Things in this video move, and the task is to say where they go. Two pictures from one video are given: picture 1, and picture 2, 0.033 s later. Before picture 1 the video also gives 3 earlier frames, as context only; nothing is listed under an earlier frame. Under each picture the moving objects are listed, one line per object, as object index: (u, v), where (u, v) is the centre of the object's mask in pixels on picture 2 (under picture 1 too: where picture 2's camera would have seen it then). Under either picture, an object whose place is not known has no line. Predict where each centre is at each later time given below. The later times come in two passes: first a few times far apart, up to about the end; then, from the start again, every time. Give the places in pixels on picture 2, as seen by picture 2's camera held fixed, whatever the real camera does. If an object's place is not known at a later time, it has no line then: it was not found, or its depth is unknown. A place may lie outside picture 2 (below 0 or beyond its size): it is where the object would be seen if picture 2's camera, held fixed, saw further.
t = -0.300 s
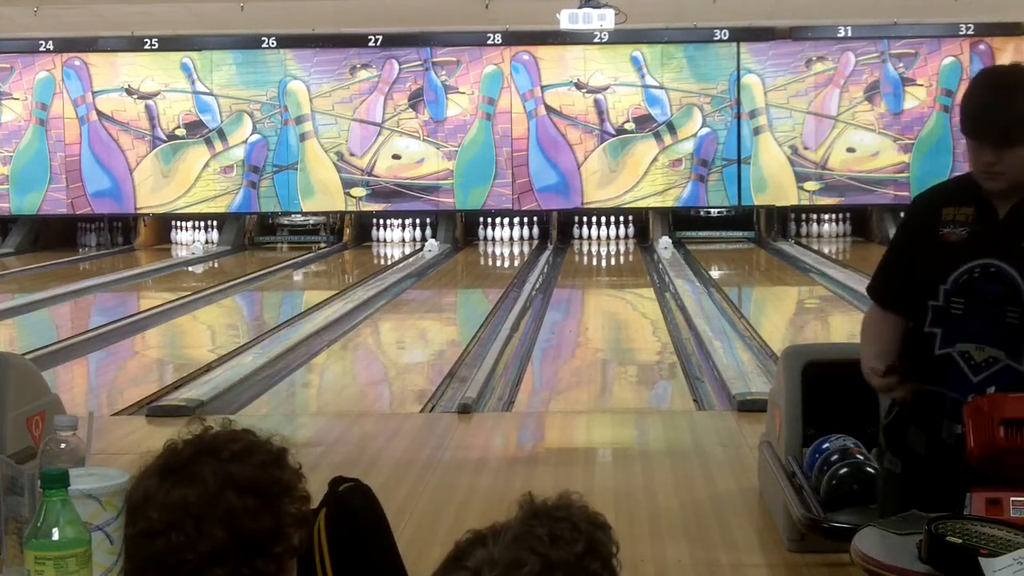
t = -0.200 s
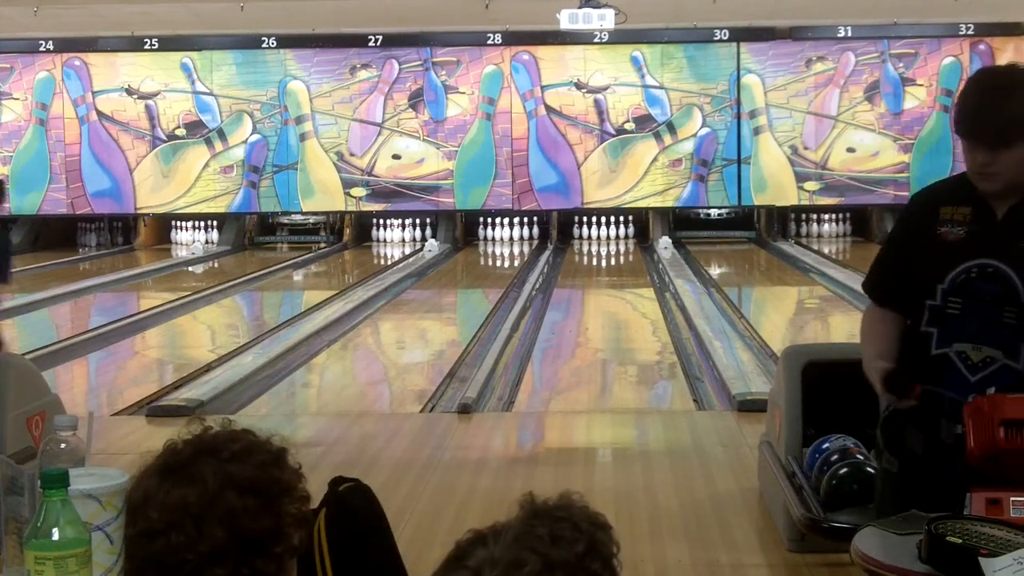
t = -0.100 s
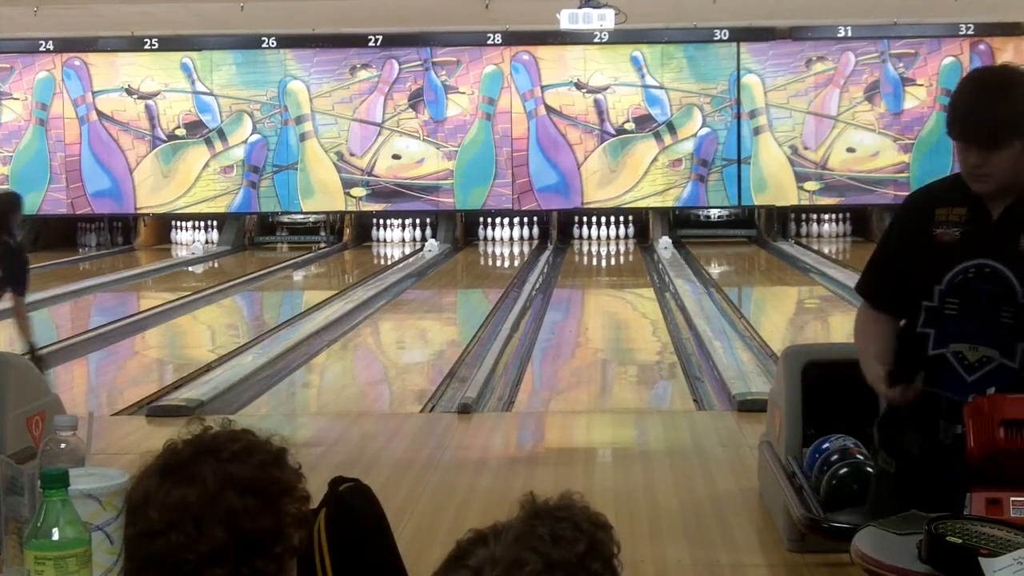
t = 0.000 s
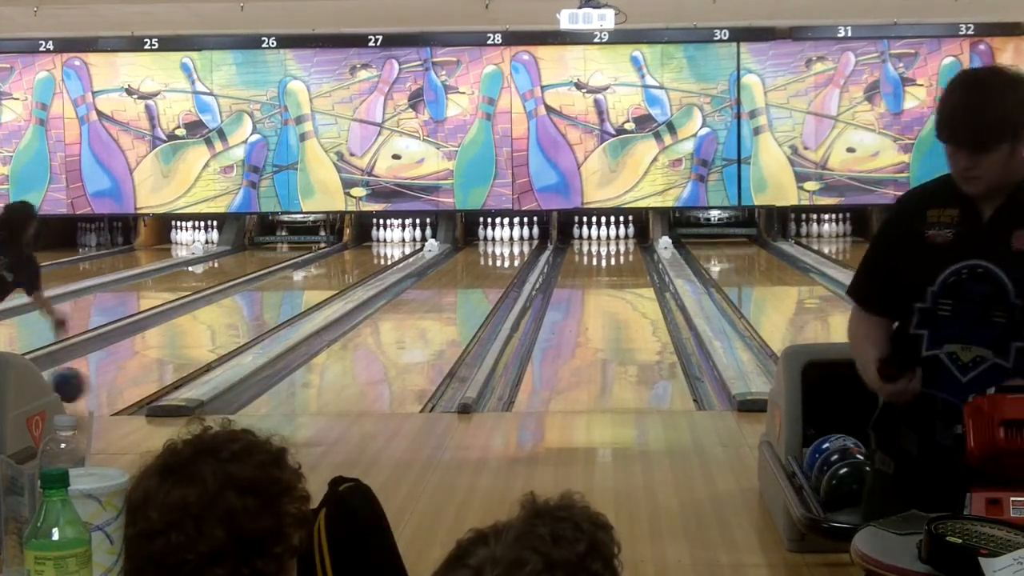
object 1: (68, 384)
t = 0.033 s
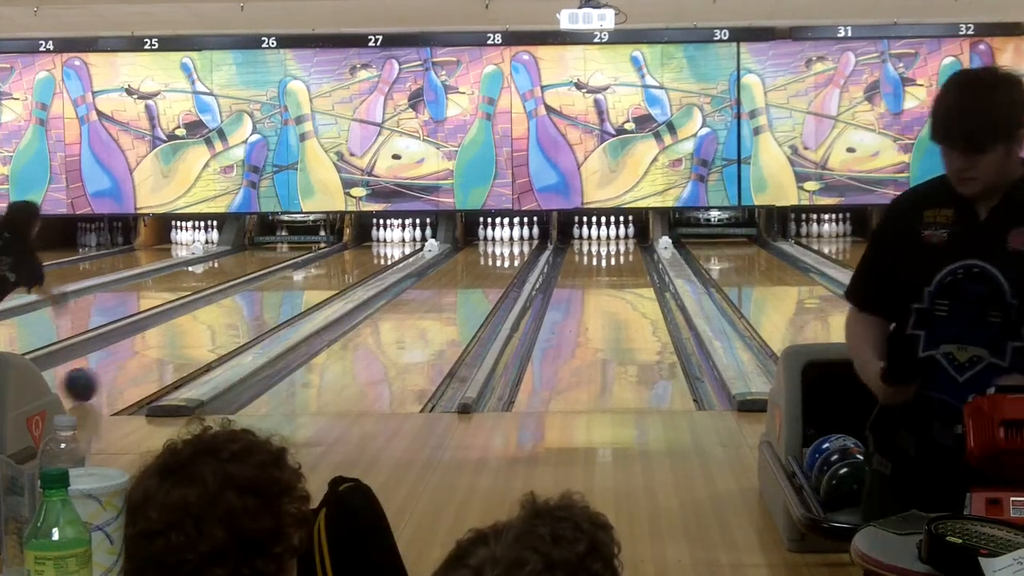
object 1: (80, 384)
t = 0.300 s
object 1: (157, 353)
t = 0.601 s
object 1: (222, 327)
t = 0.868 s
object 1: (265, 307)
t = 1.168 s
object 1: (302, 291)
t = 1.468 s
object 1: (332, 278)
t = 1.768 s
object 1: (356, 268)
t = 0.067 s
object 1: (91, 379)
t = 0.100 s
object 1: (101, 376)
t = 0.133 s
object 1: (111, 372)
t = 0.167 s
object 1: (121, 368)
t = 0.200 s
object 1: (131, 364)
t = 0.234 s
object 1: (140, 360)
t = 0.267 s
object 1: (149, 356)
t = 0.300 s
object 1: (157, 353)
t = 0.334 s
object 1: (166, 349)
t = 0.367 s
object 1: (173, 347)
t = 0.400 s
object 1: (181, 343)
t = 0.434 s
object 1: (188, 340)
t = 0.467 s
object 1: (195, 337)
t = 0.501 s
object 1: (203, 334)
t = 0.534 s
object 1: (209, 332)
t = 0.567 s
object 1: (216, 329)
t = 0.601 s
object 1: (222, 327)
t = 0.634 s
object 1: (228, 324)
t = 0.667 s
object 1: (234, 321)
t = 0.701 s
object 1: (239, 319)
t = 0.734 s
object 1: (245, 316)
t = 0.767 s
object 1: (250, 314)
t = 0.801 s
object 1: (255, 312)
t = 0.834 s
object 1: (260, 310)
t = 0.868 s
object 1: (265, 307)
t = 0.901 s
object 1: (269, 305)
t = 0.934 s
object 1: (274, 303)
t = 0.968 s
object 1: (279, 301)
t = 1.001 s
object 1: (283, 300)
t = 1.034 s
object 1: (287, 298)
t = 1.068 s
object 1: (291, 296)
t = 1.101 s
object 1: (295, 294)
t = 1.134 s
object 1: (299, 292)
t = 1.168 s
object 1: (302, 291)
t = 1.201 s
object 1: (306, 289)
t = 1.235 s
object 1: (310, 287)
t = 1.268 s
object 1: (313, 286)
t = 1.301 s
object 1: (317, 285)
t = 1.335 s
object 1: (320, 284)
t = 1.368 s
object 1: (323, 282)
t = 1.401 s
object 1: (326, 281)
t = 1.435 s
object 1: (330, 279)
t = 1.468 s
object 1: (332, 278)
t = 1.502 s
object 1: (335, 276)
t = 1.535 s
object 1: (338, 275)
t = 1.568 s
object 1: (341, 275)
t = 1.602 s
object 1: (344, 273)
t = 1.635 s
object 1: (346, 272)
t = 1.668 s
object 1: (349, 270)
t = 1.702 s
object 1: (352, 269)
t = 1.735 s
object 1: (353, 268)
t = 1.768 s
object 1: (356, 268)
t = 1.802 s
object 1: (358, 266)
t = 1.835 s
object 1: (361, 265)
